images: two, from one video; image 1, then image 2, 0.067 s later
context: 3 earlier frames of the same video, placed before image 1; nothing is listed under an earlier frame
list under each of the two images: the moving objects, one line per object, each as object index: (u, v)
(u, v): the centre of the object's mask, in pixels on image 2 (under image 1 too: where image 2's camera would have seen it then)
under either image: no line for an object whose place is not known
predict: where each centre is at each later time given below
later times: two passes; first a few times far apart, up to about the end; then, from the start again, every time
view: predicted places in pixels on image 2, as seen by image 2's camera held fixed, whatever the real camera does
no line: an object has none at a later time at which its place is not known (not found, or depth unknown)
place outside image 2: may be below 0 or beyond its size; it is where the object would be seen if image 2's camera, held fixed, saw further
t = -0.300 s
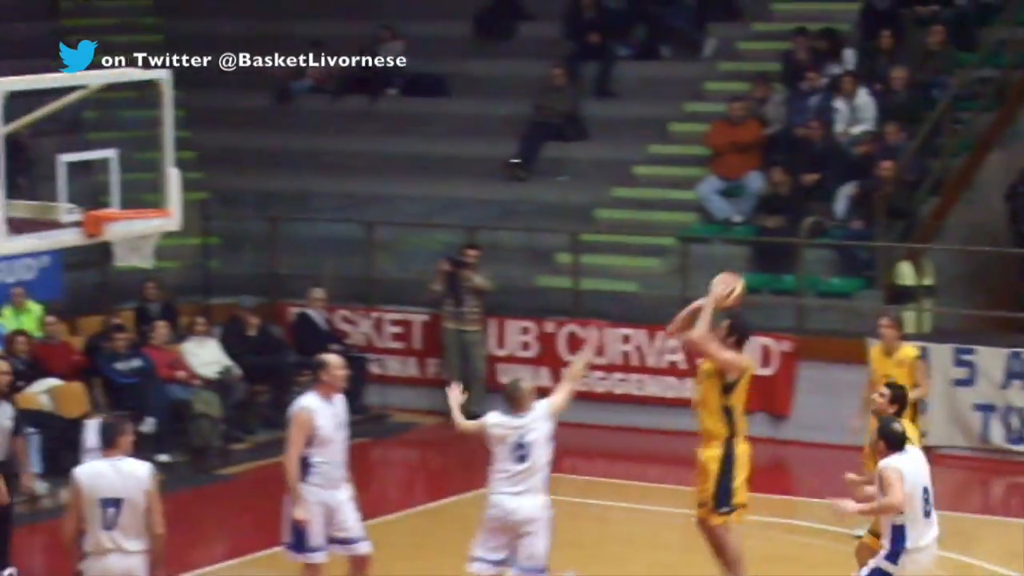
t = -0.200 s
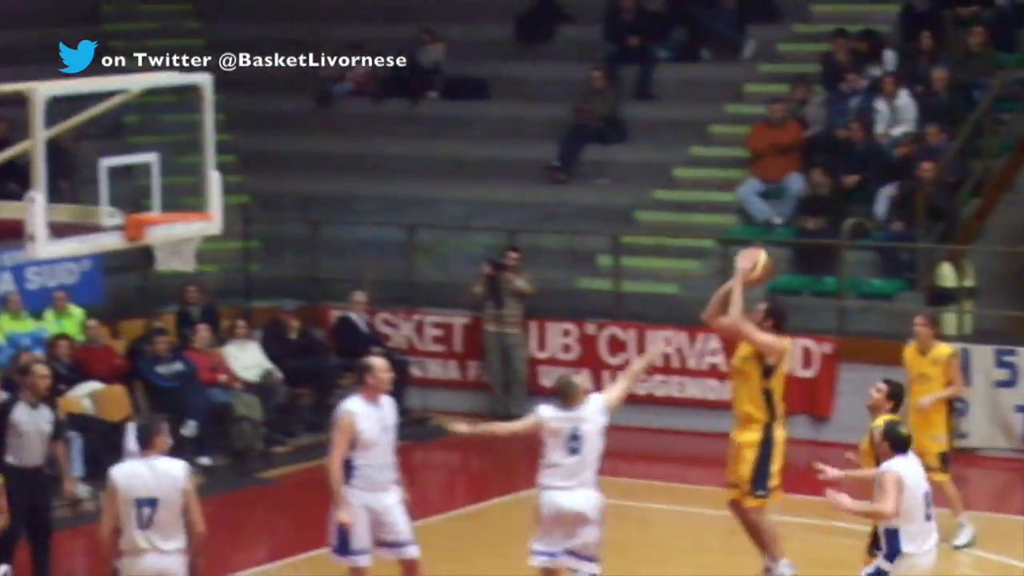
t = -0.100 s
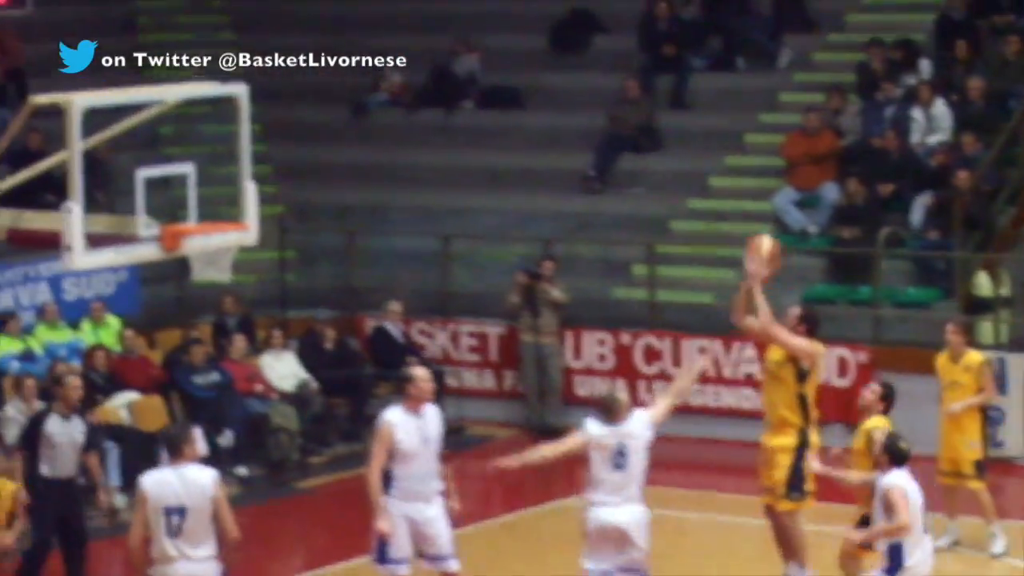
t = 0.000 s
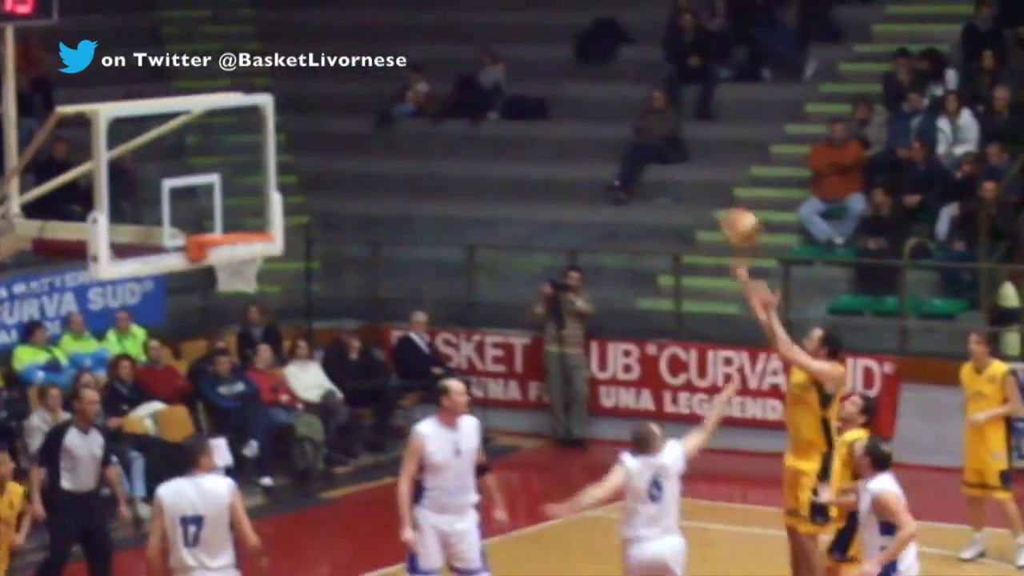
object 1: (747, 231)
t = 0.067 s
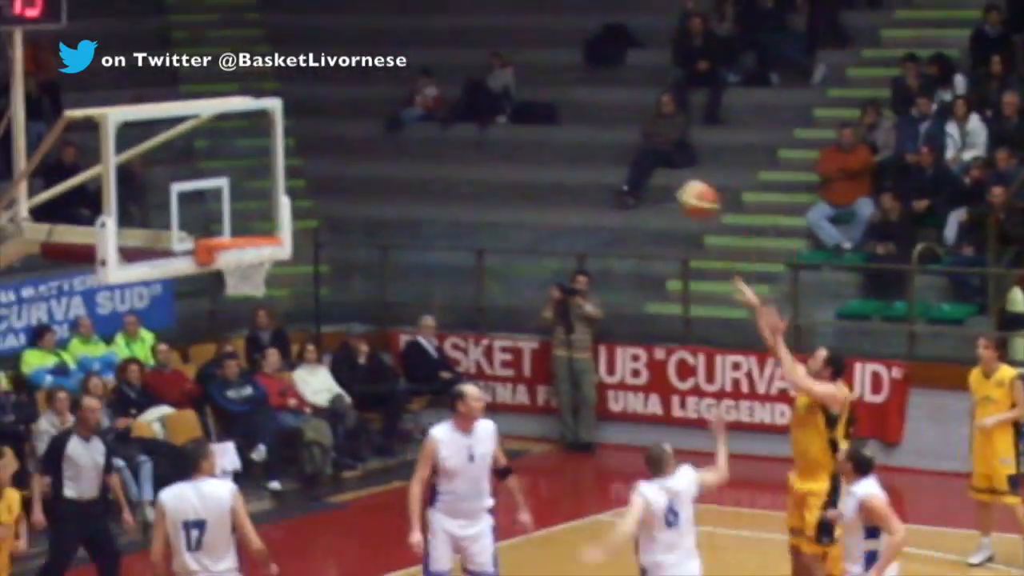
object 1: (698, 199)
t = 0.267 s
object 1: (550, 141)
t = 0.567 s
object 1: (335, 162)
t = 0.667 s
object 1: (264, 197)
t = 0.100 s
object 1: (673, 185)
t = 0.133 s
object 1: (648, 174)
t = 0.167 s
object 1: (623, 163)
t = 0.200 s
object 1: (599, 153)
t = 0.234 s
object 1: (574, 147)
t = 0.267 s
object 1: (550, 141)
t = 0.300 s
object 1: (527, 137)
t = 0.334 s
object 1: (501, 135)
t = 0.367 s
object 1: (477, 134)
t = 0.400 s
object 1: (453, 135)
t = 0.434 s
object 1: (429, 138)
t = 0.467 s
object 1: (406, 140)
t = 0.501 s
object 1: (382, 146)
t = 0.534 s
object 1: (359, 153)
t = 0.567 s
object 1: (335, 162)
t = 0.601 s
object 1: (313, 172)
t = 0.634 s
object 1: (290, 182)
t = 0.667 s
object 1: (264, 197)
